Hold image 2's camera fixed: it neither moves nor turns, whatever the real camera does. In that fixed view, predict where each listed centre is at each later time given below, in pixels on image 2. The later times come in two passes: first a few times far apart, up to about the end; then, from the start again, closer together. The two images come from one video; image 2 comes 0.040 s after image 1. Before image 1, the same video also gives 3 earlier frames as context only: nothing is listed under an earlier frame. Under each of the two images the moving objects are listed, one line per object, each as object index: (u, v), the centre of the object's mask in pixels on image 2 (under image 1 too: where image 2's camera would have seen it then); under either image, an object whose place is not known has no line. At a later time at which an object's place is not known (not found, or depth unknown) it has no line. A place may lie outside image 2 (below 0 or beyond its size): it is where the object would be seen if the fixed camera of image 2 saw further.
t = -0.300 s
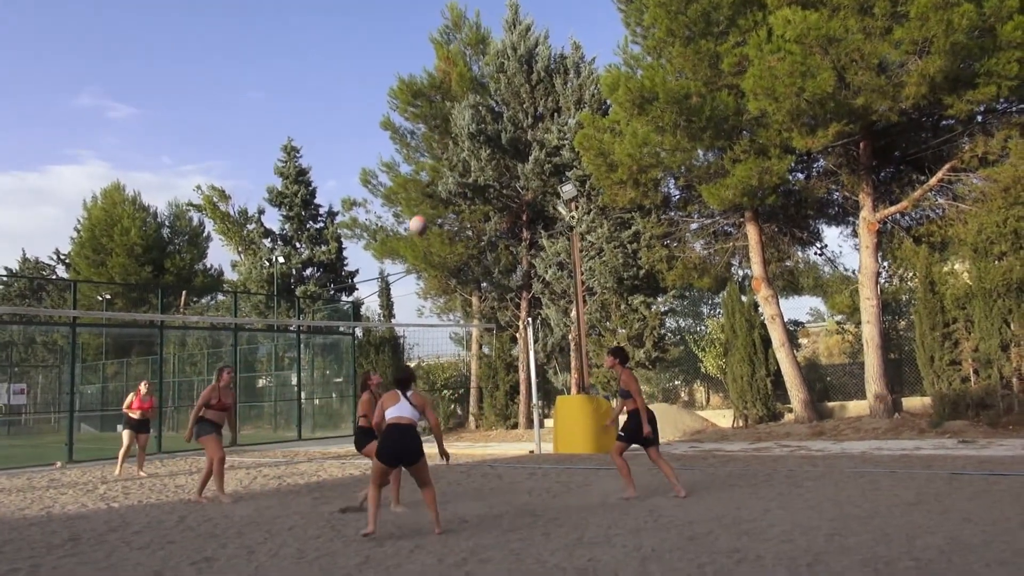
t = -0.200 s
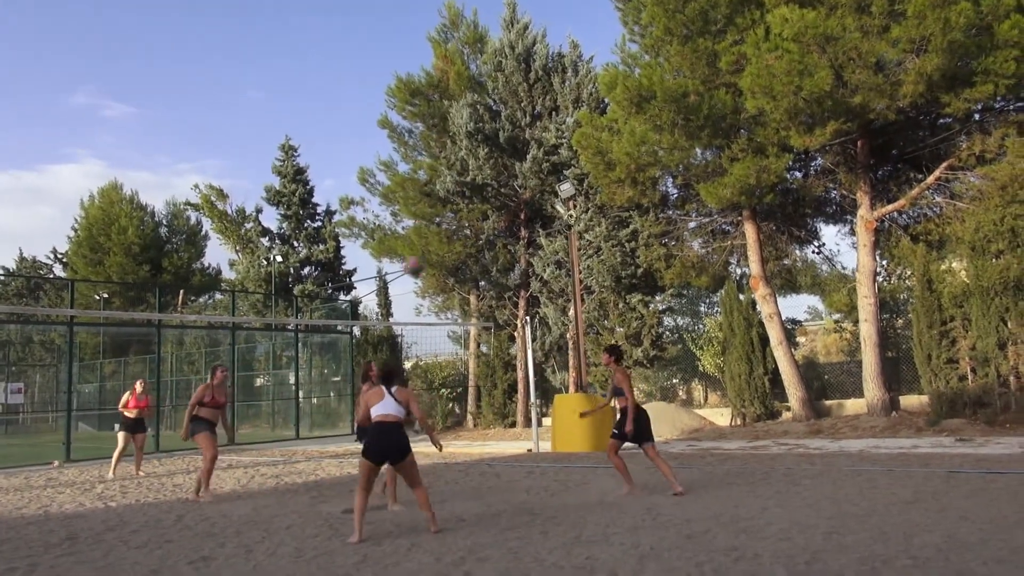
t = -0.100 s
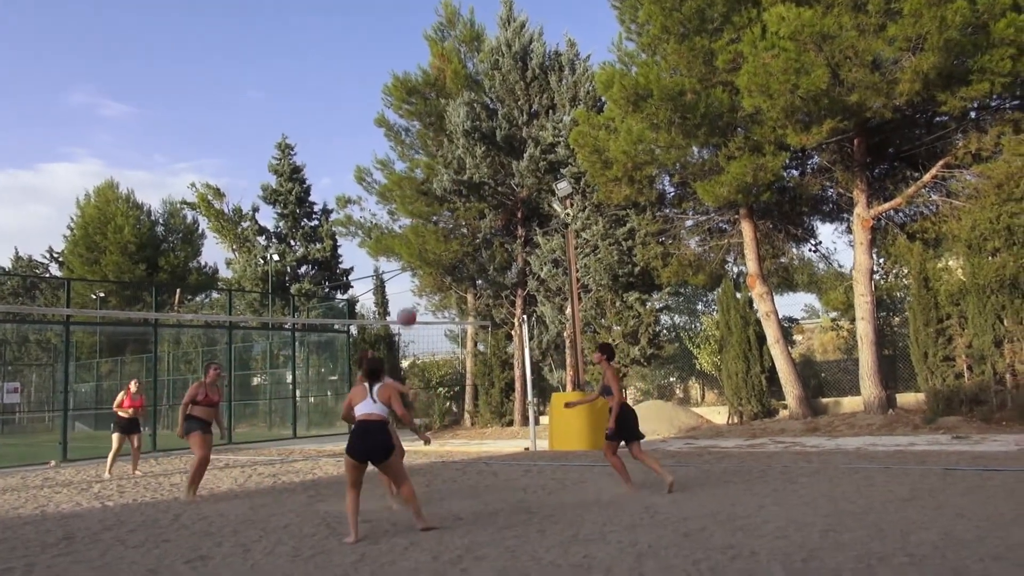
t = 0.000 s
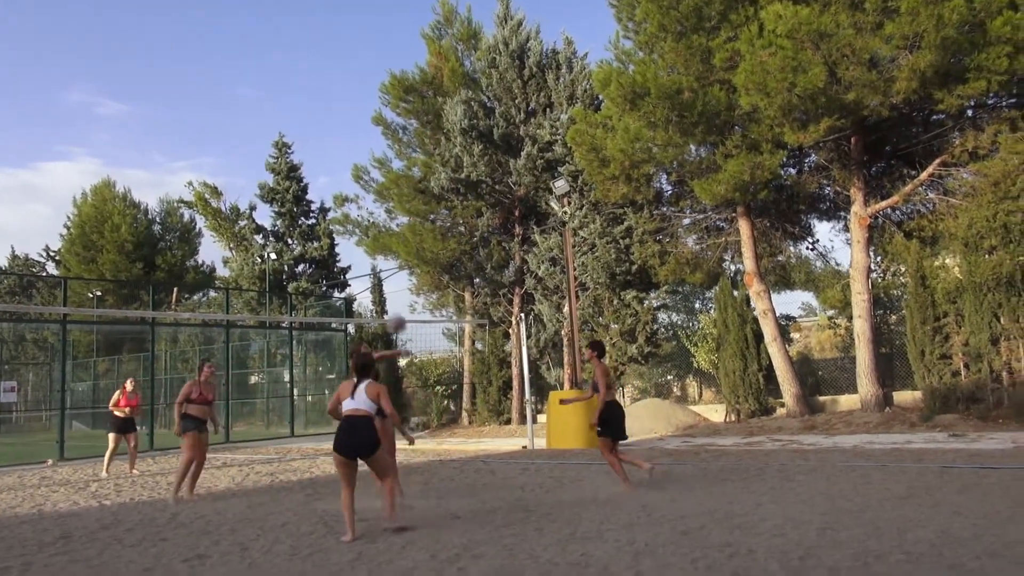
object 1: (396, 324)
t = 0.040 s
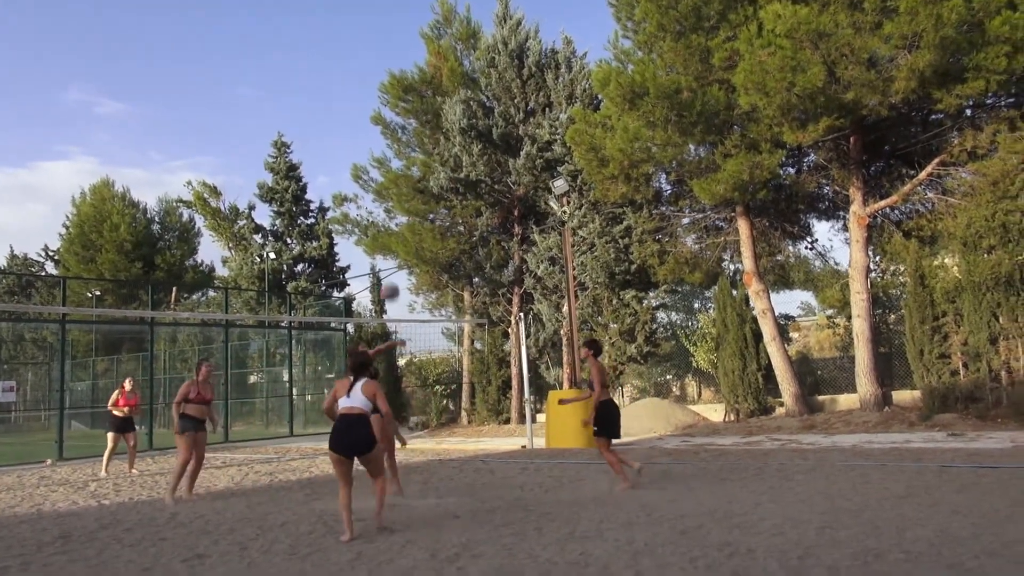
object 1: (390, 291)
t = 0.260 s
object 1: (360, 153)
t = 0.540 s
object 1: (326, 49)
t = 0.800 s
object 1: (297, 15)
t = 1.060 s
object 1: (271, 36)
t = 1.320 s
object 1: (247, 107)
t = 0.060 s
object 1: (386, 277)
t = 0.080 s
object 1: (384, 263)
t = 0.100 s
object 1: (383, 249)
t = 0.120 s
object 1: (377, 233)
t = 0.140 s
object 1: (375, 222)
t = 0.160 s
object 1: (373, 211)
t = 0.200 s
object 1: (367, 185)
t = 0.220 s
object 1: (364, 174)
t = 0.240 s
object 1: (363, 164)
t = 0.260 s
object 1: (360, 153)
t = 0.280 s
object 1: (357, 143)
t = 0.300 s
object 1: (355, 133)
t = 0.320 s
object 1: (352, 124)
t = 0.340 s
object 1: (350, 115)
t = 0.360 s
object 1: (348, 107)
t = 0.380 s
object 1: (345, 99)
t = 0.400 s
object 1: (343, 92)
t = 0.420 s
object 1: (340, 84)
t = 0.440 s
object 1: (338, 78)
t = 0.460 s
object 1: (335, 71)
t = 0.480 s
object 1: (333, 65)
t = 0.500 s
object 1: (331, 59)
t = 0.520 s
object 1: (328, 54)
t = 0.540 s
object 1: (326, 49)
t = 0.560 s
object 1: (324, 45)
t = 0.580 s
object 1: (322, 40)
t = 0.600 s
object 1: (319, 36)
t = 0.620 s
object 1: (317, 33)
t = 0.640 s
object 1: (315, 30)
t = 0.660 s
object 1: (313, 27)
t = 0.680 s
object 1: (310, 24)
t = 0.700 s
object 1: (308, 22)
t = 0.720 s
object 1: (306, 20)
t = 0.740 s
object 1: (304, 18)
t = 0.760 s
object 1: (301, 17)
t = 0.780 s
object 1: (299, 16)
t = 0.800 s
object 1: (297, 15)
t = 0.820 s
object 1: (295, 15)
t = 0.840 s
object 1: (293, 15)
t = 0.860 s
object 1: (291, 16)
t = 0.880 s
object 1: (289, 16)
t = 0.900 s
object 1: (287, 17)
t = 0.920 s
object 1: (285, 18)
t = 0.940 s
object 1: (283, 20)
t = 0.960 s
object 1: (281, 22)
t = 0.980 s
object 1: (279, 24)
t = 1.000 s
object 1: (277, 27)
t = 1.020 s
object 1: (275, 29)
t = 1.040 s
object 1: (273, 32)
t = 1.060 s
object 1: (271, 36)
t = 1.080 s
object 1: (269, 39)
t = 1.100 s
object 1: (267, 43)
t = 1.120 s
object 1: (265, 48)
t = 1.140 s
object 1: (263, 52)
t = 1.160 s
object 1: (261, 57)
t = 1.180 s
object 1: (260, 62)
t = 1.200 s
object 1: (258, 68)
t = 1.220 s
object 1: (256, 74)
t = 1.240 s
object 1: (254, 80)
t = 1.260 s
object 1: (252, 87)
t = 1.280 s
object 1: (250, 93)
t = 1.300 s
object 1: (248, 100)
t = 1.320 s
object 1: (247, 107)
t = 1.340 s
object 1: (245, 115)
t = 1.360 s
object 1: (243, 123)
